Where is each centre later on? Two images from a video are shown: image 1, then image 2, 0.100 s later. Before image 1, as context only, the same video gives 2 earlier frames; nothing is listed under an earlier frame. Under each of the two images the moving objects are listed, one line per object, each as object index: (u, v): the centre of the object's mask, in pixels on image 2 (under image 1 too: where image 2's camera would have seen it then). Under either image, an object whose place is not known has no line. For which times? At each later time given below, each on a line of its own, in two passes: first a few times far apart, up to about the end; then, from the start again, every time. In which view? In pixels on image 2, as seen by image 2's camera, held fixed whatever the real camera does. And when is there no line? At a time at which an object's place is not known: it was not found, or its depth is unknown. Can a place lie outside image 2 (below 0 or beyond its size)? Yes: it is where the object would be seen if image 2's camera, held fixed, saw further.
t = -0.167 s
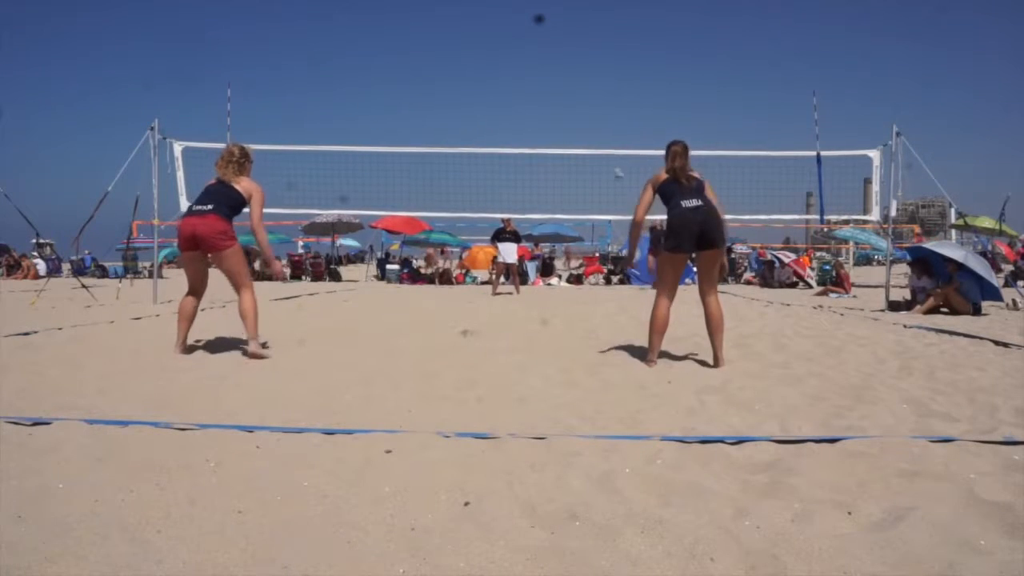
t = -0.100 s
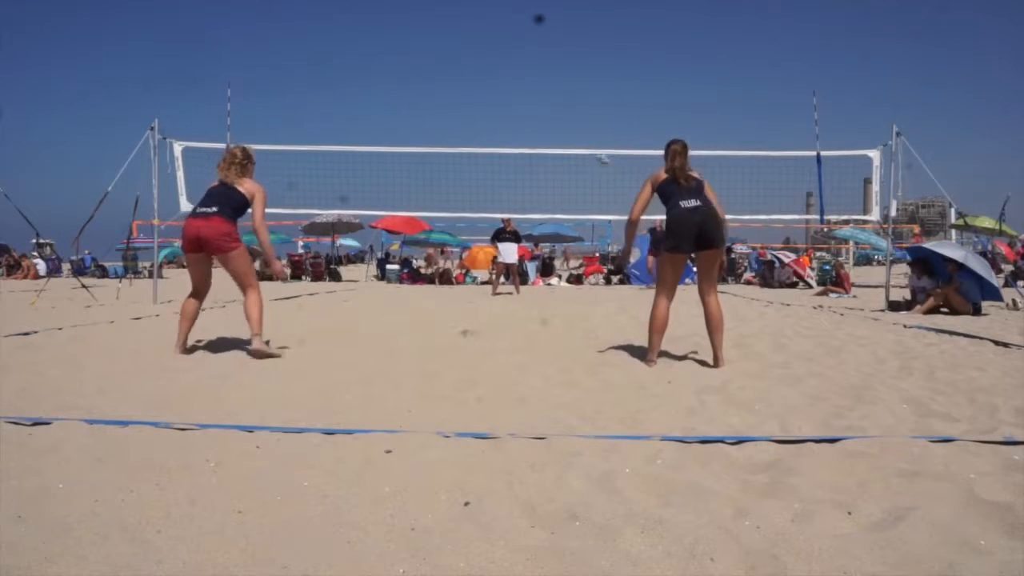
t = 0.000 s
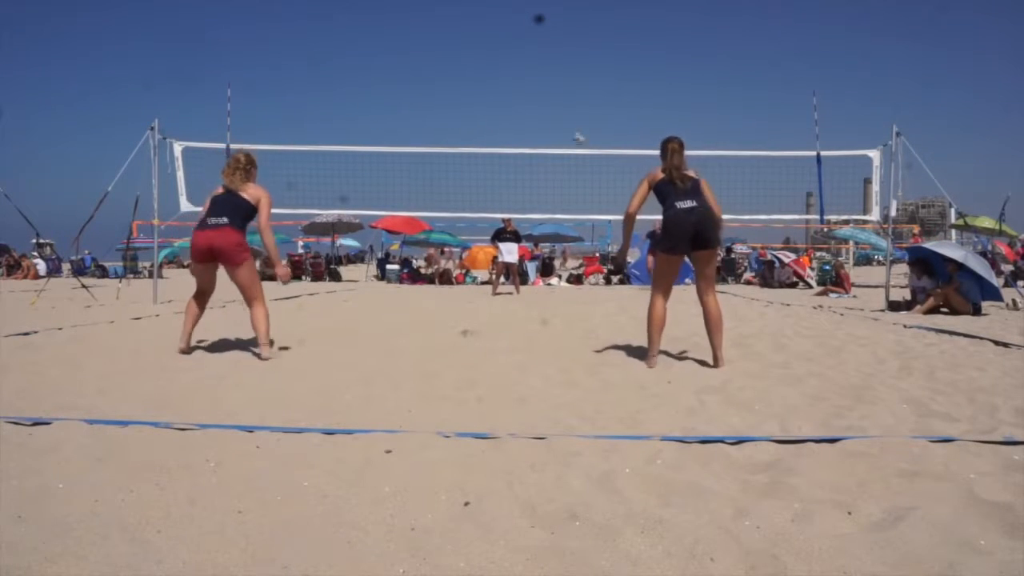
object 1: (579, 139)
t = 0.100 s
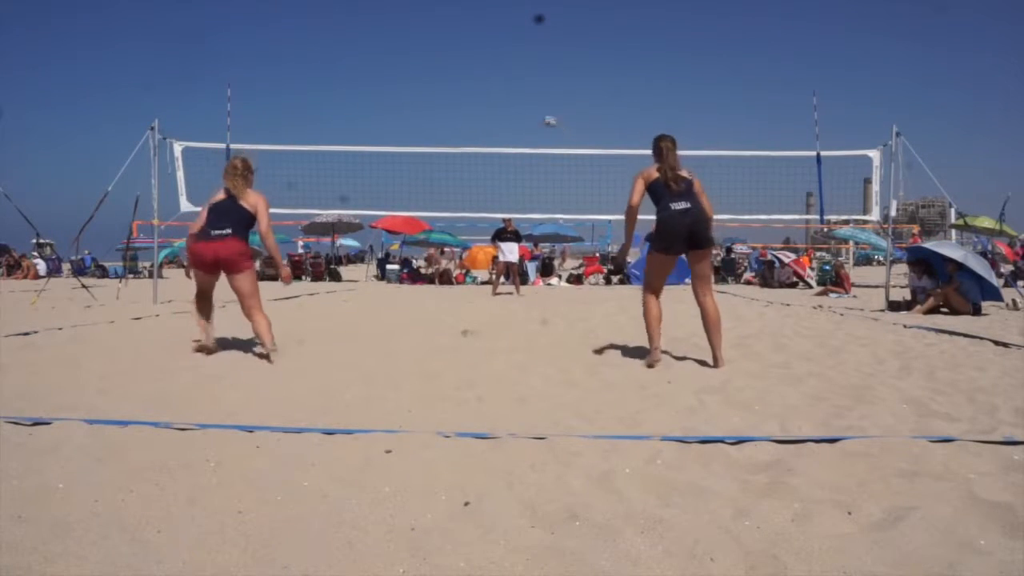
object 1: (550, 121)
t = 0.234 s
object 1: (506, 106)
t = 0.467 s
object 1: (397, 108)
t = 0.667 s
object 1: (259, 154)
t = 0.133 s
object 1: (540, 116)
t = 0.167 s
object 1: (529, 113)
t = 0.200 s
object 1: (517, 109)
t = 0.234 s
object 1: (506, 106)
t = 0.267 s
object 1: (493, 104)
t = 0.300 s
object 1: (479, 102)
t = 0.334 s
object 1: (465, 101)
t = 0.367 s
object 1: (449, 102)
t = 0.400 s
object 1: (433, 103)
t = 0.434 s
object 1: (416, 105)
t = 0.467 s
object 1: (397, 108)
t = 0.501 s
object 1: (379, 112)
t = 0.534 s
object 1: (358, 118)
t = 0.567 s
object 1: (335, 125)
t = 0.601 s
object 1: (311, 132)
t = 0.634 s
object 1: (285, 141)
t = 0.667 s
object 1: (259, 154)
